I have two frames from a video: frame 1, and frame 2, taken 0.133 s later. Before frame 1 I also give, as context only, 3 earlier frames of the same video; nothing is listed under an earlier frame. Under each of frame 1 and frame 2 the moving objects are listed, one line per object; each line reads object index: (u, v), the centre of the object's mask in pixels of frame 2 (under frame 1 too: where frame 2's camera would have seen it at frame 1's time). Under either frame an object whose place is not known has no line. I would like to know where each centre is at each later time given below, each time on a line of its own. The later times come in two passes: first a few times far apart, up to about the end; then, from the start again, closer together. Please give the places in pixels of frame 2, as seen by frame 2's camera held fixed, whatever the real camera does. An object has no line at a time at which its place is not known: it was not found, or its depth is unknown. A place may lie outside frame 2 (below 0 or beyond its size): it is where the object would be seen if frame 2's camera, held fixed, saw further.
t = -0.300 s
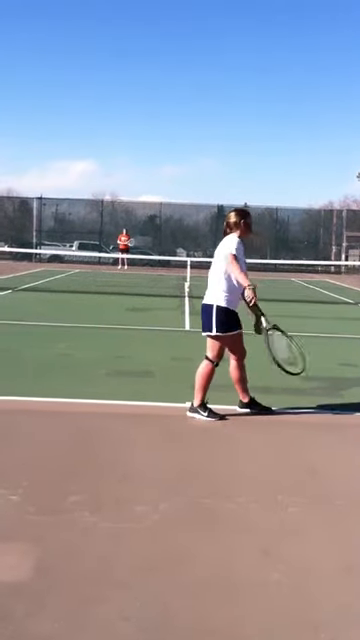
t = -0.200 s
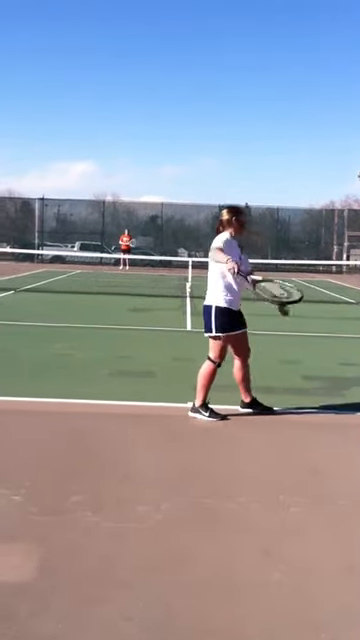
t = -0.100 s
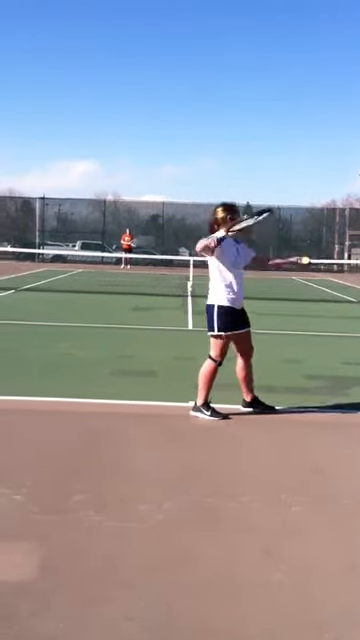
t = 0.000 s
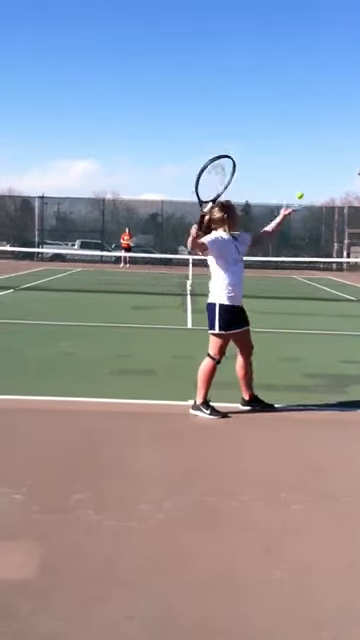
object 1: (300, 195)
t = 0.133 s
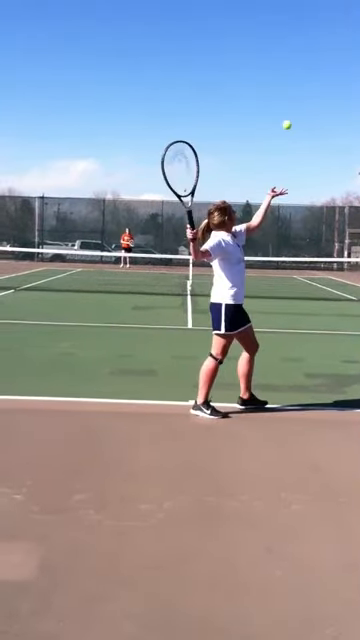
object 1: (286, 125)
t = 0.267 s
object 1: (273, 79)
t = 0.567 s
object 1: (241, 59)
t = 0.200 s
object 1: (279, 99)
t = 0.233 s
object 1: (276, 88)
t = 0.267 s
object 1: (273, 79)
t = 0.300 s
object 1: (270, 71)
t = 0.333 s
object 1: (267, 65)
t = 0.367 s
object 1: (264, 59)
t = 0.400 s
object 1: (260, 56)
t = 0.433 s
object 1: (256, 54)
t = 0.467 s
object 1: (253, 53)
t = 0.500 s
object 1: (248, 54)
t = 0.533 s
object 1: (245, 56)
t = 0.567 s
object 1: (241, 59)
